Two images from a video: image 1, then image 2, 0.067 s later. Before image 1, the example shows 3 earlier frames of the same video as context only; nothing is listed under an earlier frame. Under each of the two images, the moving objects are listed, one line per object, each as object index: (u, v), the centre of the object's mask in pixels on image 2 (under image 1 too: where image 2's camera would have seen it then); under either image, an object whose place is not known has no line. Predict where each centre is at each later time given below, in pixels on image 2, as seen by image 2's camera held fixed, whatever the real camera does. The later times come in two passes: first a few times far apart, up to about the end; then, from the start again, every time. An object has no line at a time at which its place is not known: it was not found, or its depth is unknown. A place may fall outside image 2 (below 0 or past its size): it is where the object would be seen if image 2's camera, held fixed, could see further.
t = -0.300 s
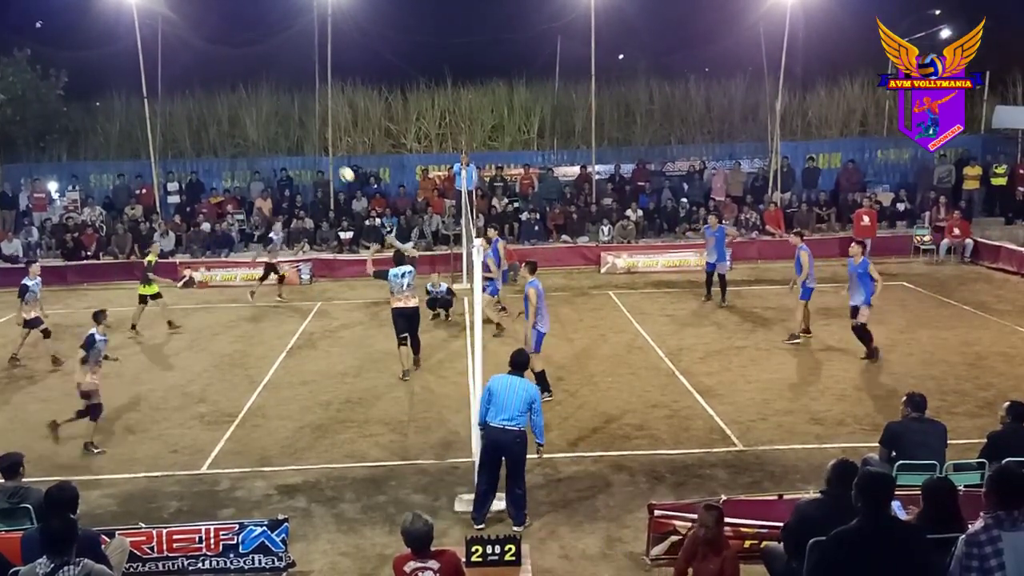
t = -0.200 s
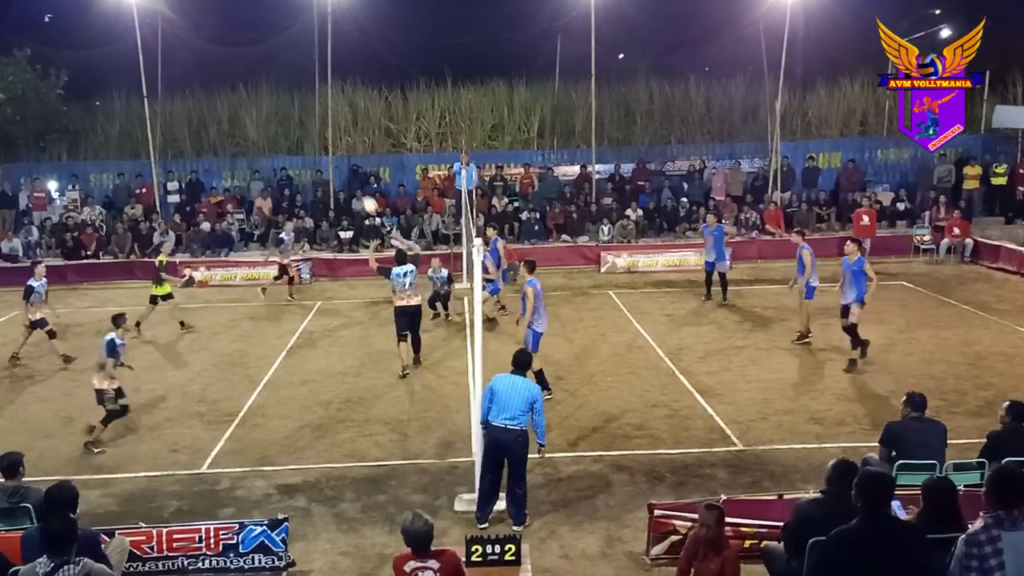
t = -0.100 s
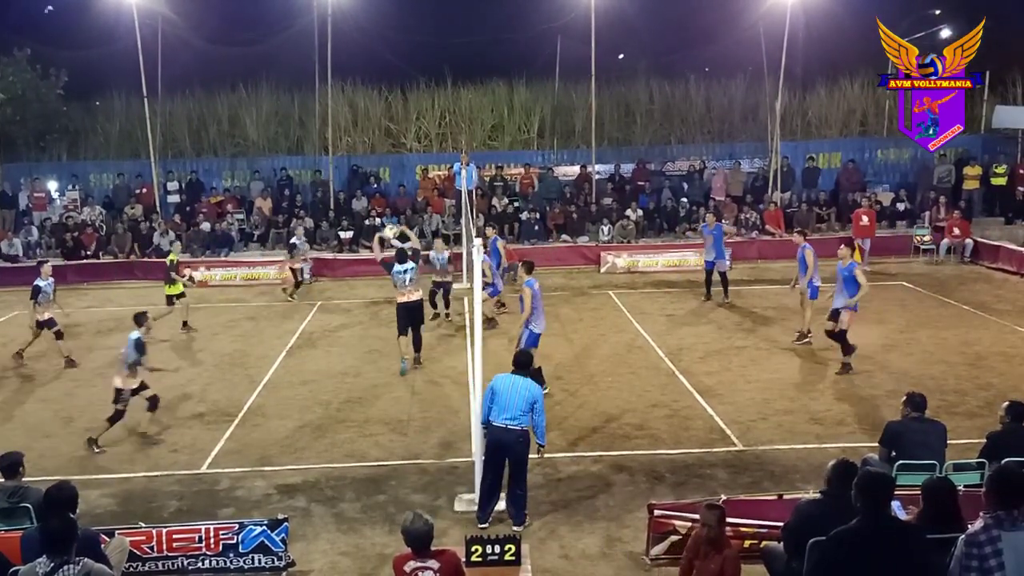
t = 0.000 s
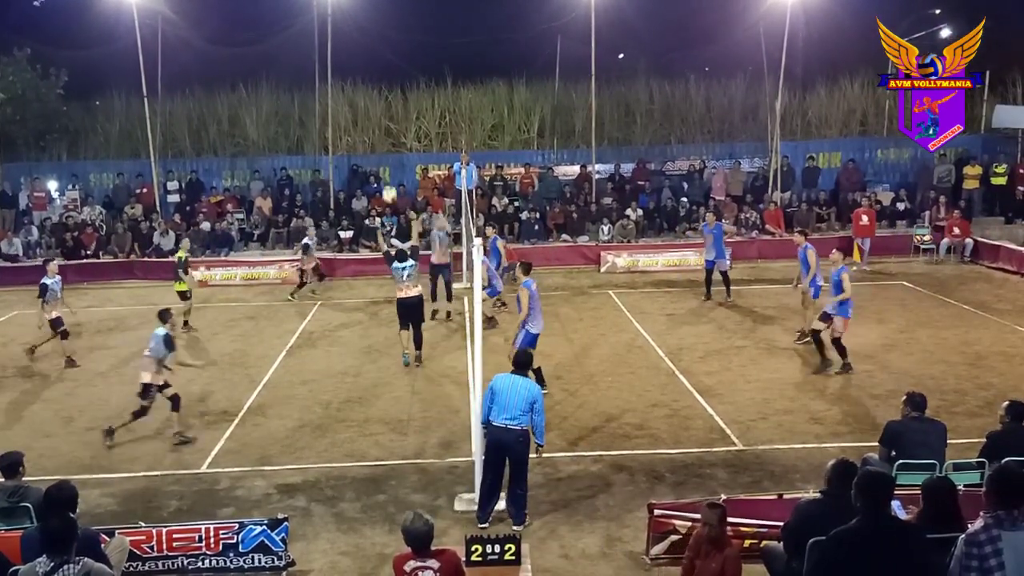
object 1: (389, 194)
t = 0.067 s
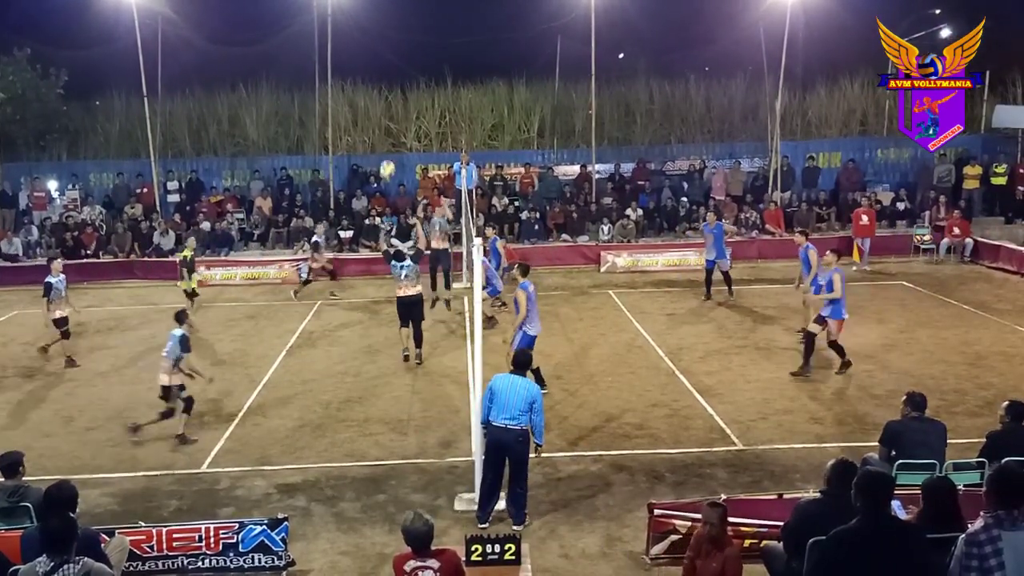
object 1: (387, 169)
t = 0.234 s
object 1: (383, 119)
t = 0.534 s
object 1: (376, 77)
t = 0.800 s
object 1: (372, 99)
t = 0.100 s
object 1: (386, 157)
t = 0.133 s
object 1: (385, 146)
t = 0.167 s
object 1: (384, 137)
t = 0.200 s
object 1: (383, 127)
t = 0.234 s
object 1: (383, 119)
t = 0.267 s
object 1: (382, 111)
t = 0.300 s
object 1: (381, 104)
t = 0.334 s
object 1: (380, 98)
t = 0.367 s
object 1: (380, 92)
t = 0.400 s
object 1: (379, 87)
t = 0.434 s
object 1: (378, 84)
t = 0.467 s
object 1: (378, 80)
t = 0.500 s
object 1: (377, 78)
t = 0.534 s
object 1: (376, 77)
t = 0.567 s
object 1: (376, 77)
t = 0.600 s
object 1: (375, 77)
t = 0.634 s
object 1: (374, 78)
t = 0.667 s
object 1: (374, 81)
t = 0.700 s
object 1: (373, 83)
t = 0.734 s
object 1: (373, 87)
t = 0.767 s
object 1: (372, 93)
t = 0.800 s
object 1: (372, 99)
